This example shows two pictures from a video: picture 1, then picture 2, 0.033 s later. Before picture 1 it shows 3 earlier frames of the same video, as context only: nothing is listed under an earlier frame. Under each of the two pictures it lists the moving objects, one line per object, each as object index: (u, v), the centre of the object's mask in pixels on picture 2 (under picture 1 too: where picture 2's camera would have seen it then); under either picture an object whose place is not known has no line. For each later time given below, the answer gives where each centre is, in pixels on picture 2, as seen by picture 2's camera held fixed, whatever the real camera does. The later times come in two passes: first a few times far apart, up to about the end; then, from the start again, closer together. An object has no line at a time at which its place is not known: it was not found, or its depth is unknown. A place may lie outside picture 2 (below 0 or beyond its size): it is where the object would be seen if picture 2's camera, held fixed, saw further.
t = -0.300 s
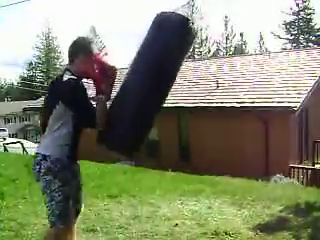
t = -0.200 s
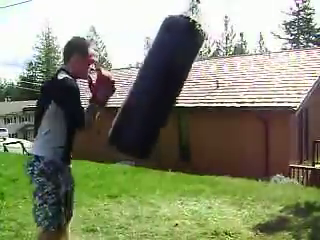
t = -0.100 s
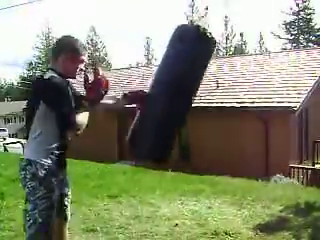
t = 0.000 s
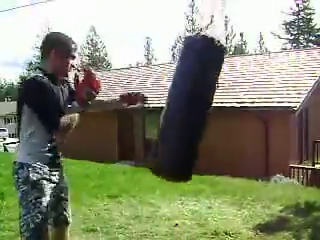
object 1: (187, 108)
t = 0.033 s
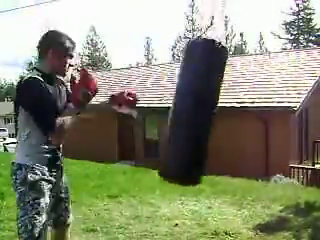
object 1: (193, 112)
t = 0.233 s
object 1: (230, 118)
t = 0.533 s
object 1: (269, 91)
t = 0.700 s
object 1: (277, 82)
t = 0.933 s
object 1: (274, 78)
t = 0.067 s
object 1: (199, 115)
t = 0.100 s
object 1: (205, 117)
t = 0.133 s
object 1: (212, 119)
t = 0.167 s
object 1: (217, 119)
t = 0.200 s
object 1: (224, 119)
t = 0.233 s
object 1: (230, 118)
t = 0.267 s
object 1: (236, 117)
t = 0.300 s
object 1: (242, 114)
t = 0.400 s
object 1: (257, 106)
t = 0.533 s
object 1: (269, 91)
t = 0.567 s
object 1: (271, 86)
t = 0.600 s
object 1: (273, 87)
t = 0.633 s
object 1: (275, 86)
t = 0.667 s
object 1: (276, 84)
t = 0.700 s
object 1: (277, 82)
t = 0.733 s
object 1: (278, 82)
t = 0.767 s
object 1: (278, 80)
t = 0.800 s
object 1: (278, 80)
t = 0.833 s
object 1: (277, 79)
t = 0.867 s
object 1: (277, 78)
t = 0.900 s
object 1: (276, 77)
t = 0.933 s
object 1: (274, 78)
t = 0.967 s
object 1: (273, 80)
